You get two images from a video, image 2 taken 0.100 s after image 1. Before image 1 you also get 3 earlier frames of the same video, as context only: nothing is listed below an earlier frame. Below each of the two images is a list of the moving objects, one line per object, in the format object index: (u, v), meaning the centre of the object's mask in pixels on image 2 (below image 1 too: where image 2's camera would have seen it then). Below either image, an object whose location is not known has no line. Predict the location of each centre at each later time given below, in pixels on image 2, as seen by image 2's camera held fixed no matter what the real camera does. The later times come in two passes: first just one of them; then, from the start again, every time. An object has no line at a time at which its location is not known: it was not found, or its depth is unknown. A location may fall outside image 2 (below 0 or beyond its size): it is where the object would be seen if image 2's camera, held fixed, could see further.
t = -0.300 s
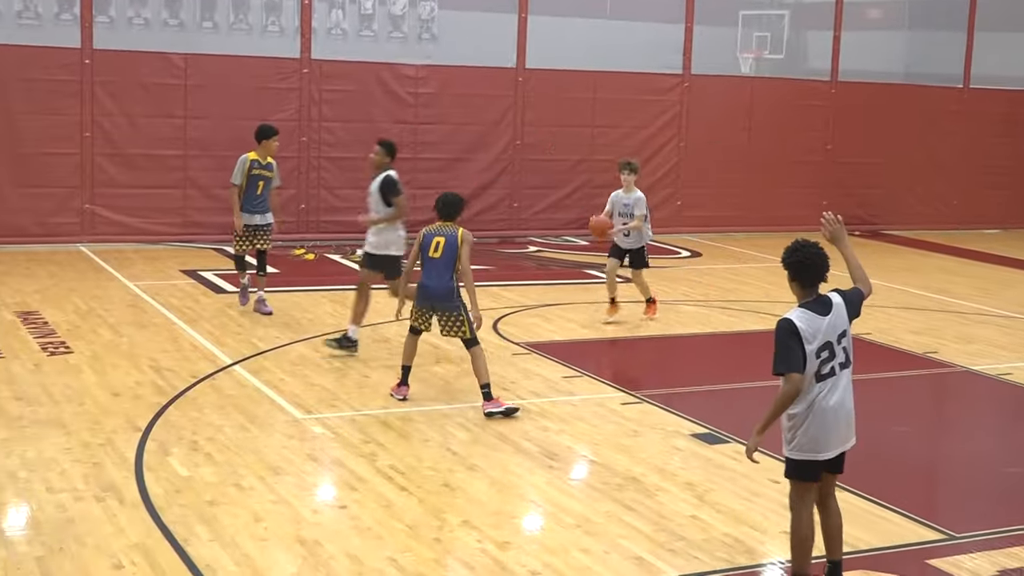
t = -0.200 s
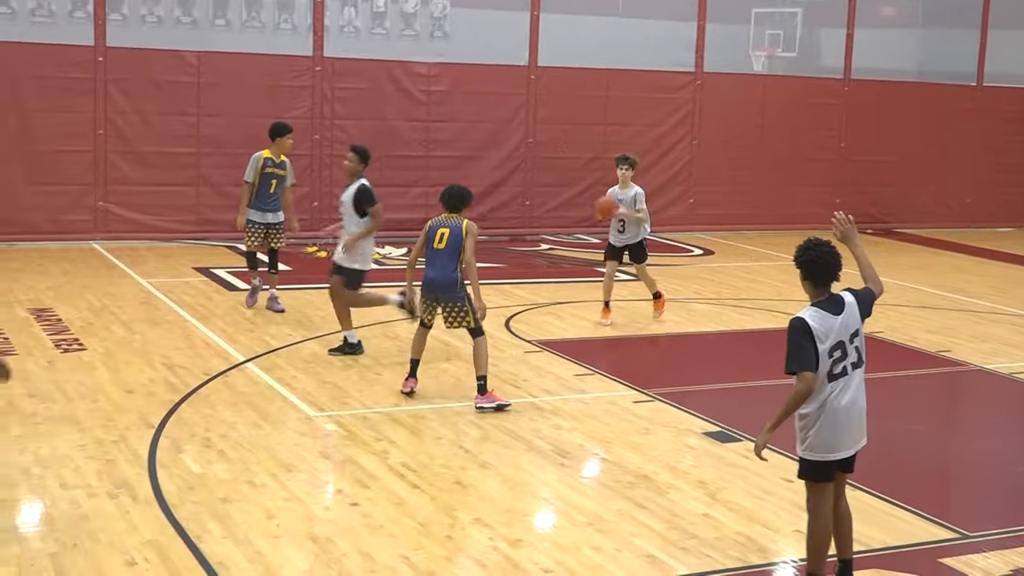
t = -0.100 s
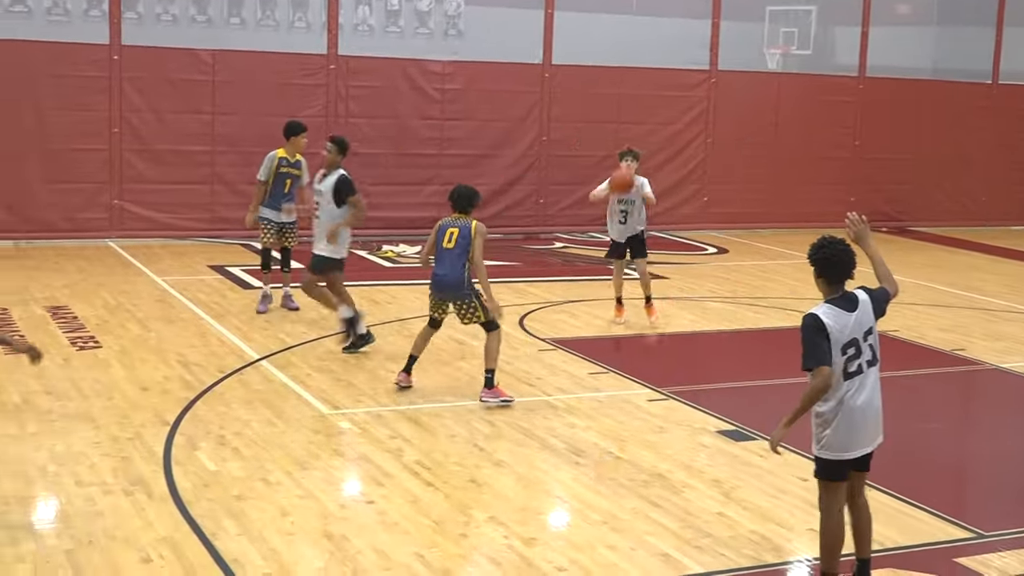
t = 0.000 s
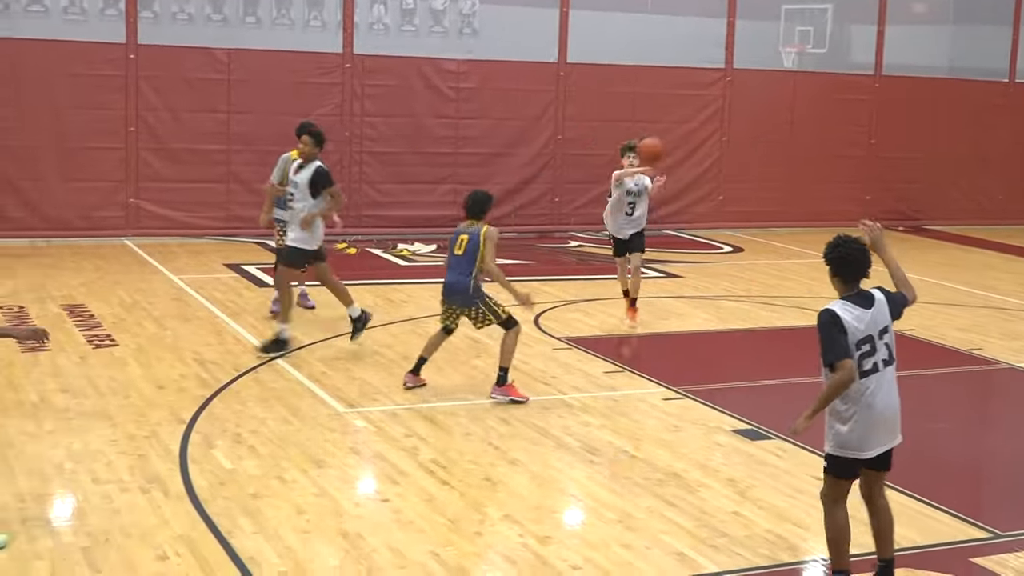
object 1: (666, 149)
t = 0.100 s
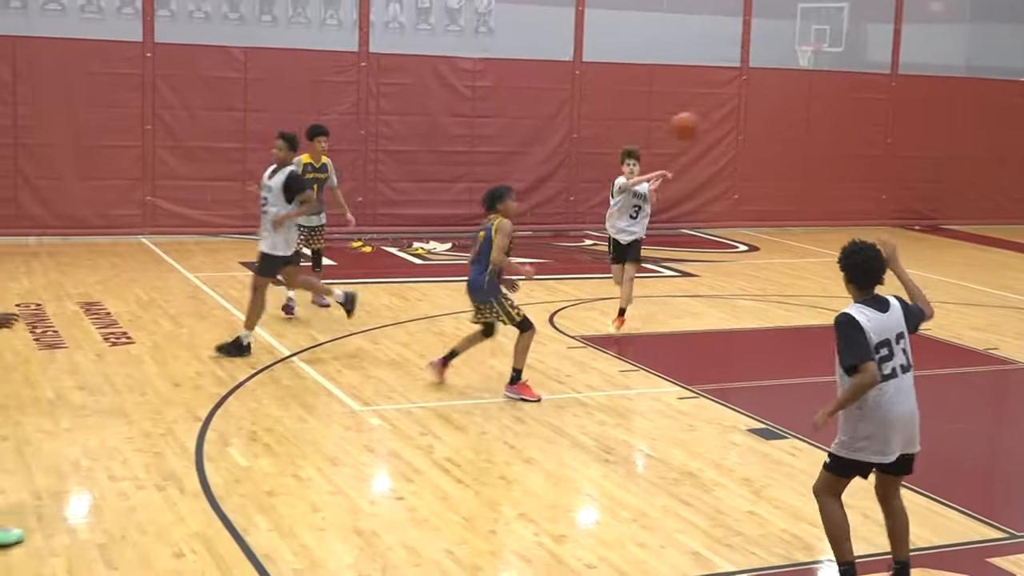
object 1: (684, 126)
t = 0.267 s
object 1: (720, 108)
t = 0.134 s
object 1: (691, 120)
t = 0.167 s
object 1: (698, 114)
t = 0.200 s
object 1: (706, 112)
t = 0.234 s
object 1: (713, 109)
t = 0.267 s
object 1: (720, 108)
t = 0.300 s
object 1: (728, 109)
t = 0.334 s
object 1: (737, 110)
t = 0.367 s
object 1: (743, 113)
